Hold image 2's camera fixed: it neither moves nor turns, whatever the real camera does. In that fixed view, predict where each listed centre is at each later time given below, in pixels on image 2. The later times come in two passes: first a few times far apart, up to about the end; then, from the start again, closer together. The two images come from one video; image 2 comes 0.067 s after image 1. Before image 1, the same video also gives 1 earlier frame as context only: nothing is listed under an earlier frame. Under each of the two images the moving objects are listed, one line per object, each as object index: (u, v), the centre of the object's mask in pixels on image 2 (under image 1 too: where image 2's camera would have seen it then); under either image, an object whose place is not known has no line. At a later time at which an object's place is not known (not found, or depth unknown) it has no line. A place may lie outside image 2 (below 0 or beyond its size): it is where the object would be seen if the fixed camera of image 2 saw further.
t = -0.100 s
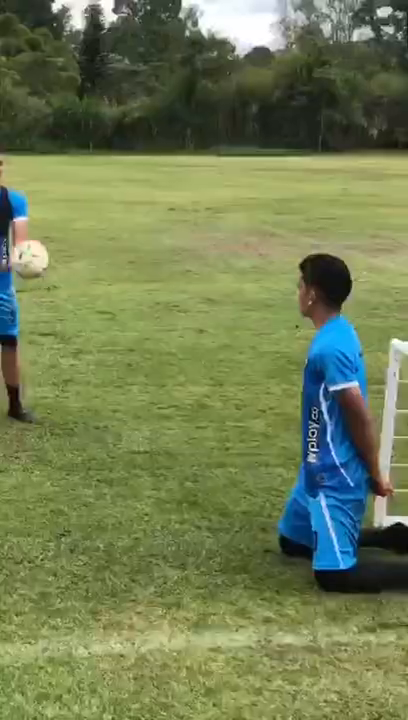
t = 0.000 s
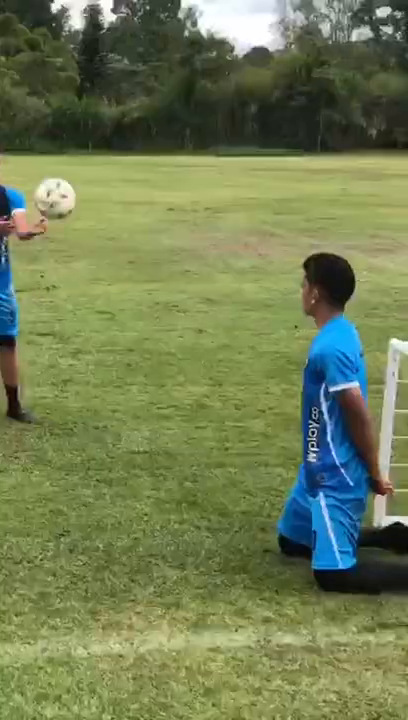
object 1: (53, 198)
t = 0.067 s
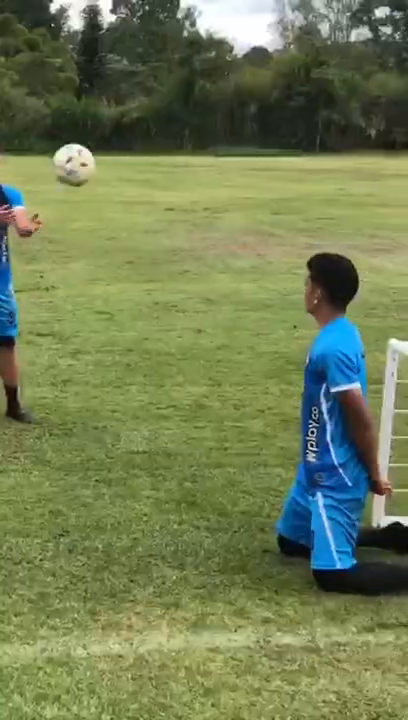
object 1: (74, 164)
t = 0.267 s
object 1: (136, 105)
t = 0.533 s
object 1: (233, 151)
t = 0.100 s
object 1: (83, 150)
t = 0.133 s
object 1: (93, 137)
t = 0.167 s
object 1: (103, 126)
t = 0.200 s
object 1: (114, 117)
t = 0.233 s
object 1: (125, 110)
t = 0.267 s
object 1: (136, 105)
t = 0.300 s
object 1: (147, 102)
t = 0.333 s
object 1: (159, 102)
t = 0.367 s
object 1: (171, 103)
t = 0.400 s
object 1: (183, 108)
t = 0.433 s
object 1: (195, 114)
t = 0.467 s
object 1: (208, 123)
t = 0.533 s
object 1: (233, 151)
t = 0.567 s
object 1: (246, 168)
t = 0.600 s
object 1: (260, 189)
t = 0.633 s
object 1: (274, 214)
